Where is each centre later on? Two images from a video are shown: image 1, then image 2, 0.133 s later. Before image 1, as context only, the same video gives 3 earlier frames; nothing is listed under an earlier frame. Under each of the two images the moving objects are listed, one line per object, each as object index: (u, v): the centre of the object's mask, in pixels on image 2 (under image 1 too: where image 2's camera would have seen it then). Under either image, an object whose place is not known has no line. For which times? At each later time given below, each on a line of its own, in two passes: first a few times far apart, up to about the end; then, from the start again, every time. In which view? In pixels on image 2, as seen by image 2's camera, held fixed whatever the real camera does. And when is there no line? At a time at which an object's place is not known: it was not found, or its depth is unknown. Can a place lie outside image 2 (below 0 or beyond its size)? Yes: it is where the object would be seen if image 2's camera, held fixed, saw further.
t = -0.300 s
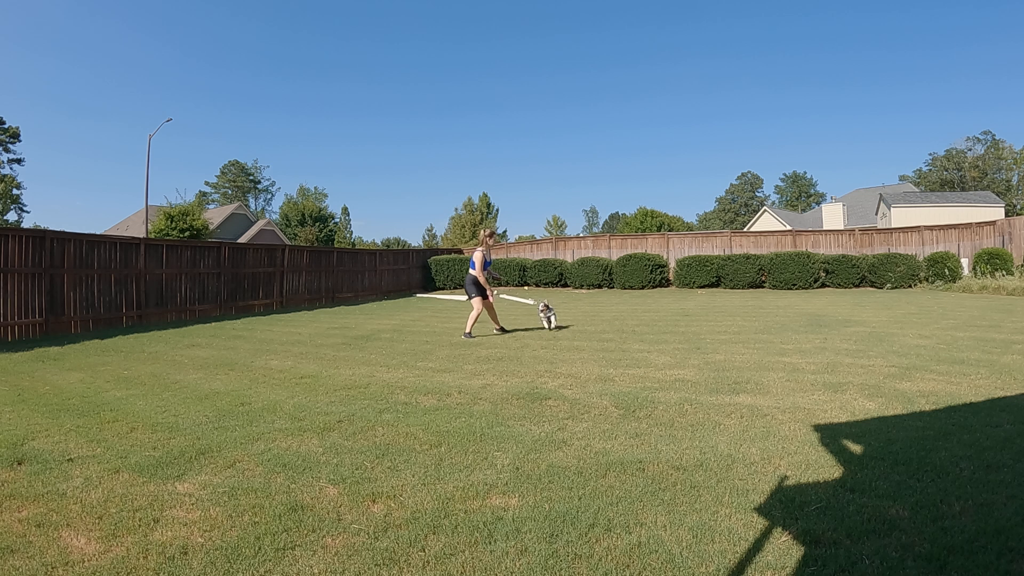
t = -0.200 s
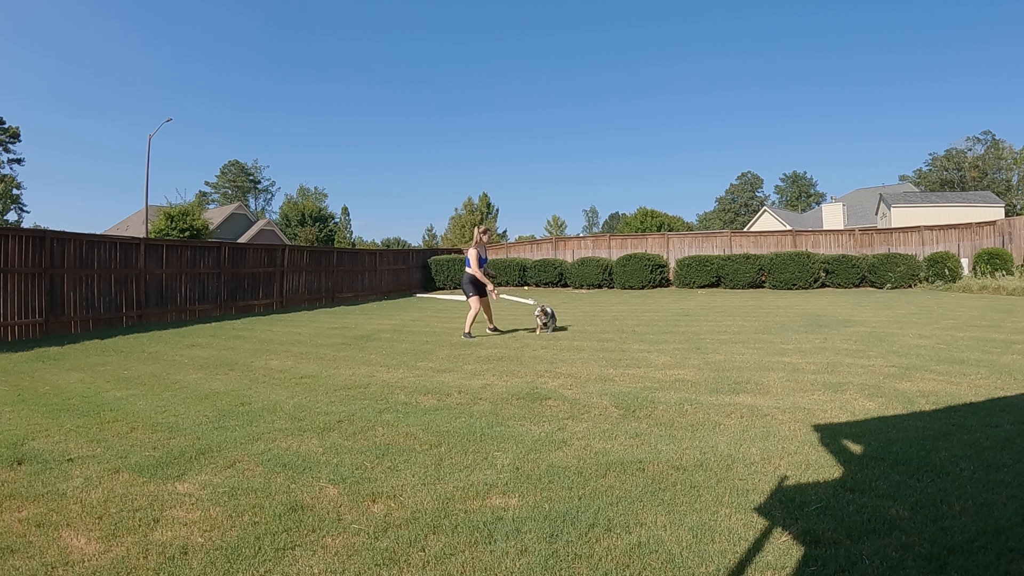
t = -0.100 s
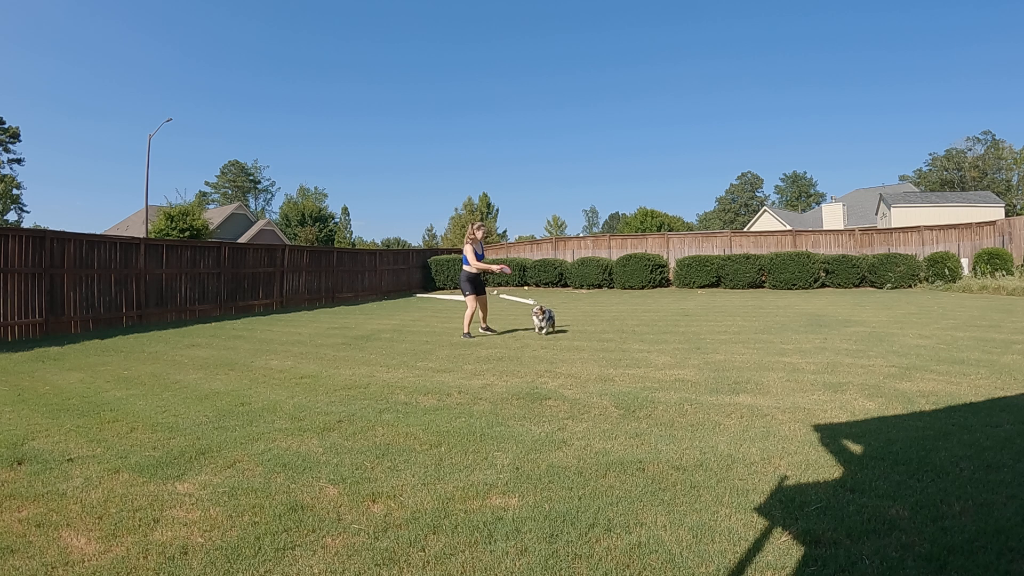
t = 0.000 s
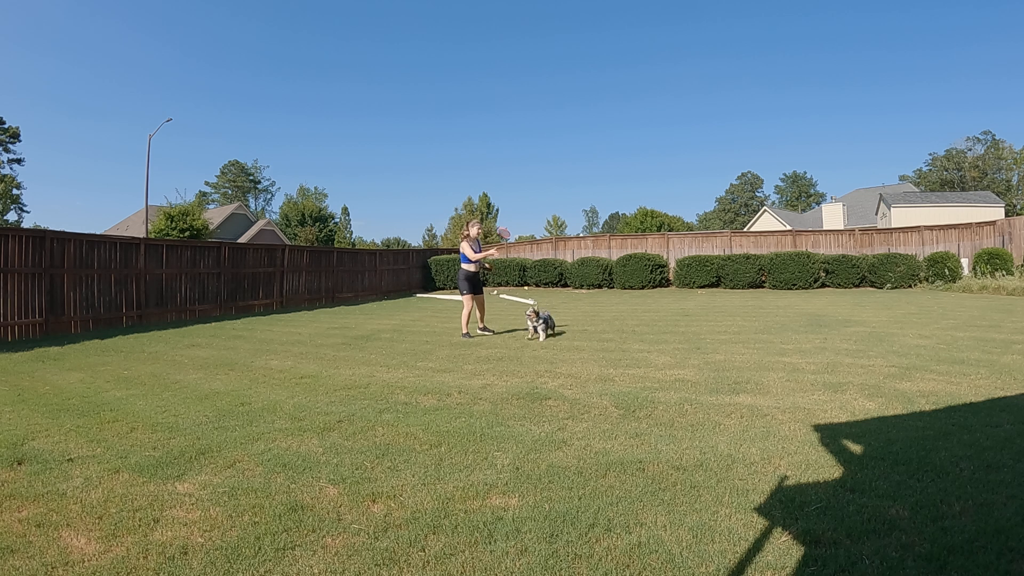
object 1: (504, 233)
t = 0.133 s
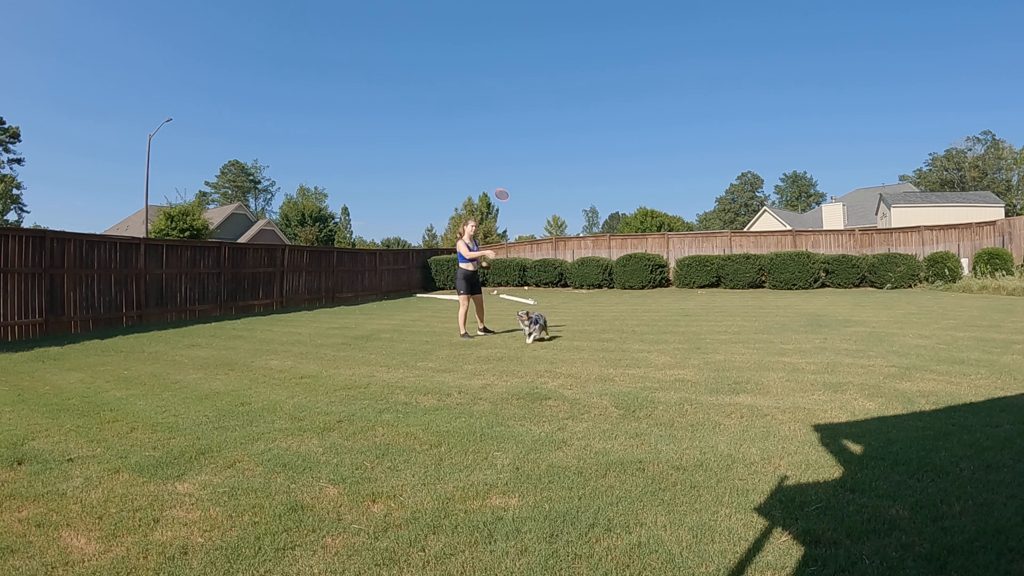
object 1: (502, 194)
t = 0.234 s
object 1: (499, 174)
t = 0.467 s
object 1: (494, 150)
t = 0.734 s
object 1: (495, 177)
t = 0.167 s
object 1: (501, 187)
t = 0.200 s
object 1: (500, 180)
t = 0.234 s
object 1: (499, 174)
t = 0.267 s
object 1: (499, 168)
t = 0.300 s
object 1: (498, 163)
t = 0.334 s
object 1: (497, 159)
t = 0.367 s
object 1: (496, 155)
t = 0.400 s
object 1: (496, 153)
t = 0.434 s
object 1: (495, 151)
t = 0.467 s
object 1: (494, 150)
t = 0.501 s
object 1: (494, 150)
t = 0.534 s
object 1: (493, 151)
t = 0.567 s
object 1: (493, 153)
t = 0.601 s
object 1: (493, 155)
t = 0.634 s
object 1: (493, 159)
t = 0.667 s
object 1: (493, 164)
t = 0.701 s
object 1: (494, 170)
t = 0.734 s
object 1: (495, 177)
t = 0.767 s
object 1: (496, 185)
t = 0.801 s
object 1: (498, 194)
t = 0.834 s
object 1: (499, 205)
